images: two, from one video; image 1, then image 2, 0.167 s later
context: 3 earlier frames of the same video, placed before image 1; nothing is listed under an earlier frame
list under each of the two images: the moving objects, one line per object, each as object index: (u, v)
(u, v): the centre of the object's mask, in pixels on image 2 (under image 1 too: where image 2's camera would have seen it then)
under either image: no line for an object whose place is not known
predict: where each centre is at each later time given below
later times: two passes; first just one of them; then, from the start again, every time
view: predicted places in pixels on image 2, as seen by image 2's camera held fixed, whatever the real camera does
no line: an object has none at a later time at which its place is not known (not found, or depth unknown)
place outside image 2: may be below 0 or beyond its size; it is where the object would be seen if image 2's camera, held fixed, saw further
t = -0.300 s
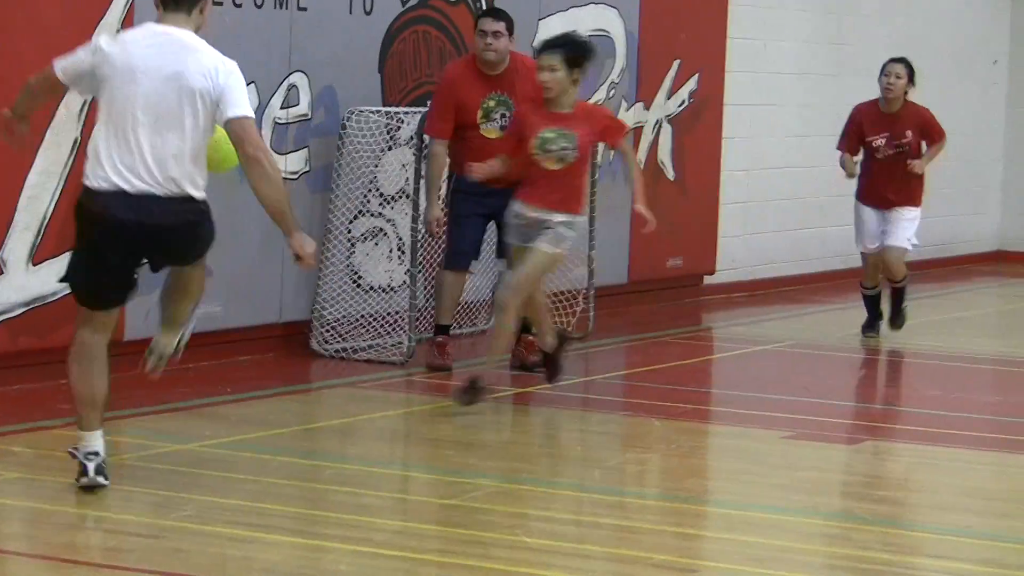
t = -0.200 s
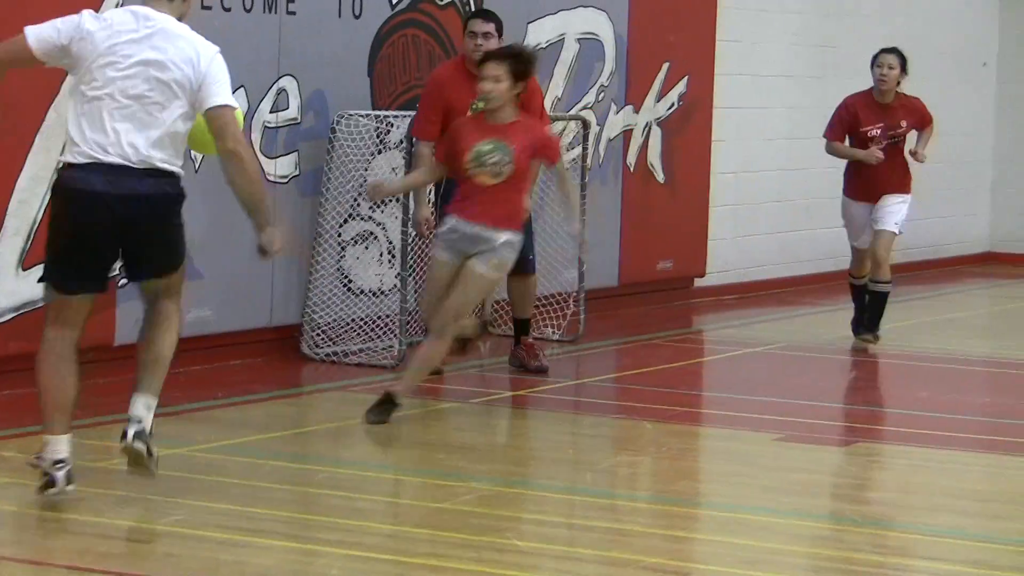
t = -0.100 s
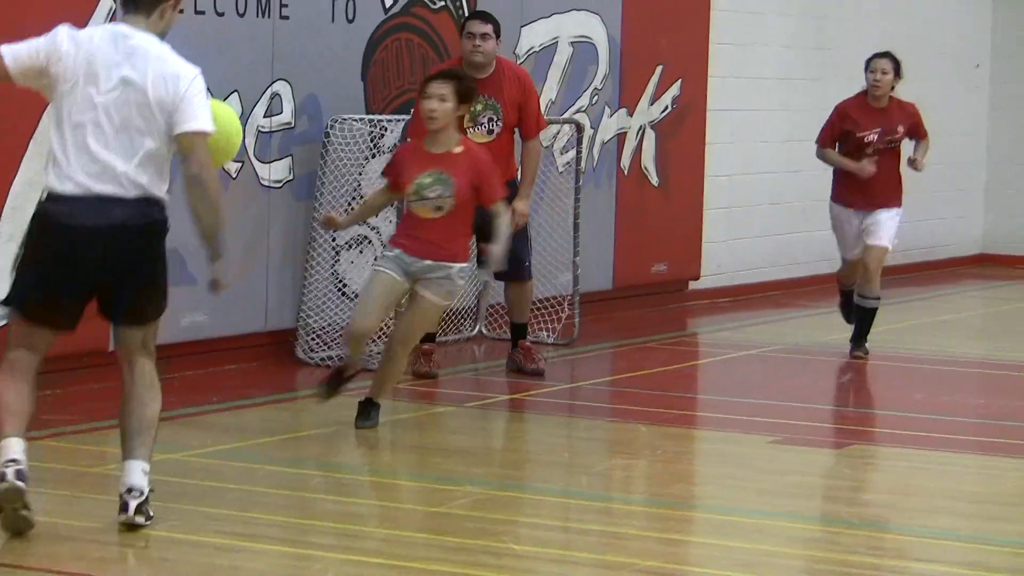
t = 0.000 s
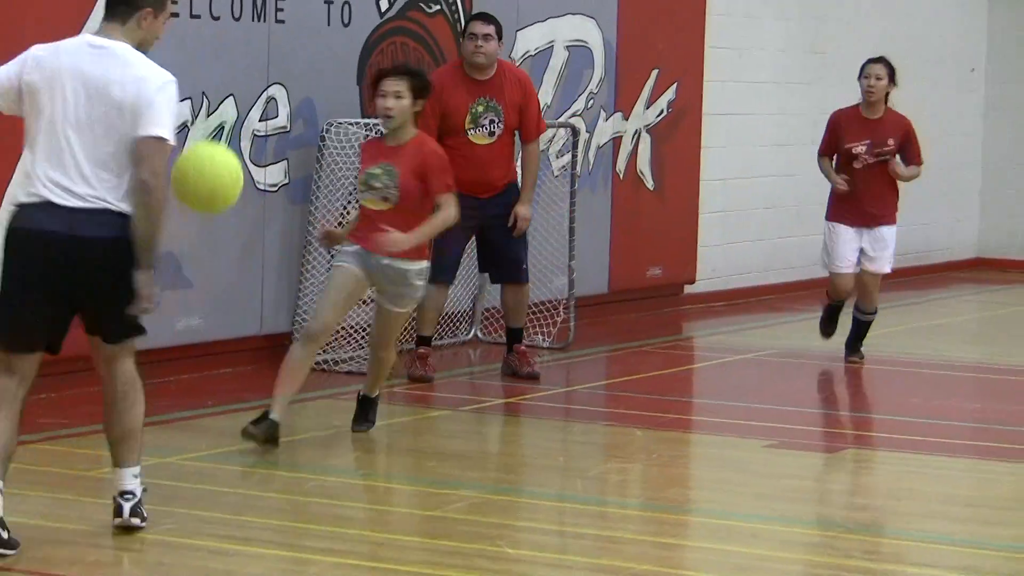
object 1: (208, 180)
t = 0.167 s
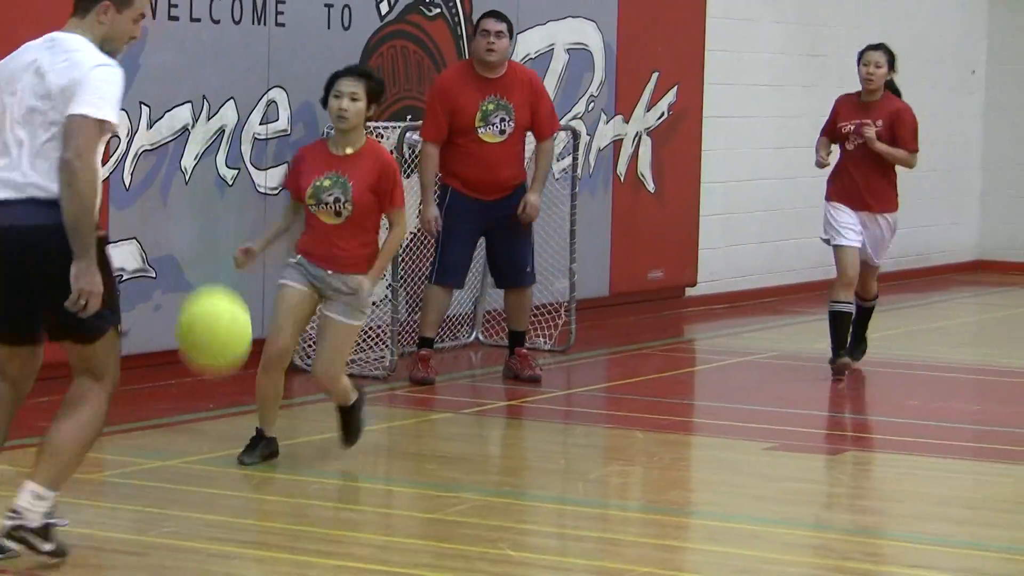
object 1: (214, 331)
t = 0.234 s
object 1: (216, 421)
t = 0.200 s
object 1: (215, 372)
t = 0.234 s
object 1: (216, 421)
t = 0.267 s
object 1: (217, 478)
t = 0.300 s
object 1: (219, 539)
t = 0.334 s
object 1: (218, 533)
